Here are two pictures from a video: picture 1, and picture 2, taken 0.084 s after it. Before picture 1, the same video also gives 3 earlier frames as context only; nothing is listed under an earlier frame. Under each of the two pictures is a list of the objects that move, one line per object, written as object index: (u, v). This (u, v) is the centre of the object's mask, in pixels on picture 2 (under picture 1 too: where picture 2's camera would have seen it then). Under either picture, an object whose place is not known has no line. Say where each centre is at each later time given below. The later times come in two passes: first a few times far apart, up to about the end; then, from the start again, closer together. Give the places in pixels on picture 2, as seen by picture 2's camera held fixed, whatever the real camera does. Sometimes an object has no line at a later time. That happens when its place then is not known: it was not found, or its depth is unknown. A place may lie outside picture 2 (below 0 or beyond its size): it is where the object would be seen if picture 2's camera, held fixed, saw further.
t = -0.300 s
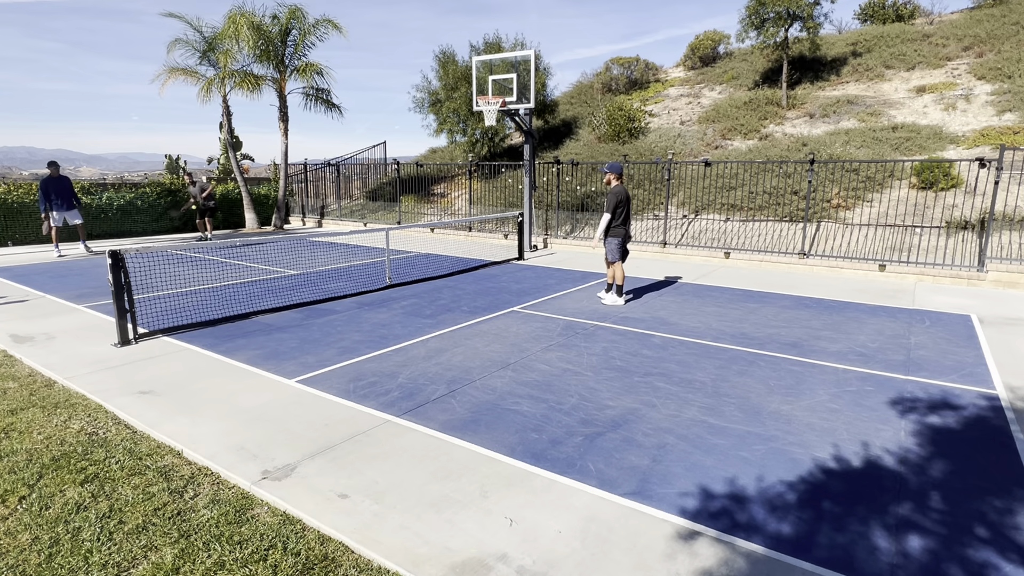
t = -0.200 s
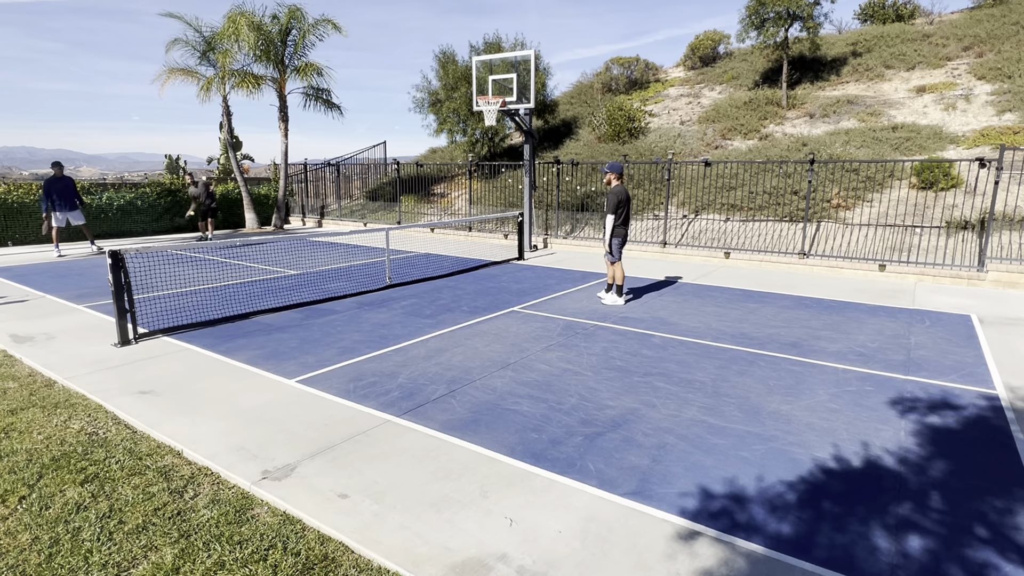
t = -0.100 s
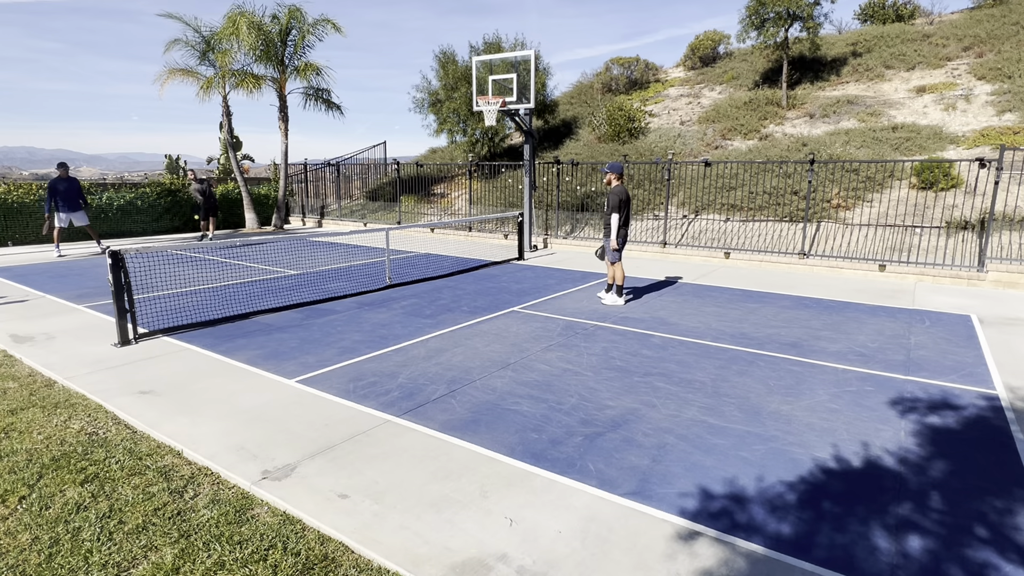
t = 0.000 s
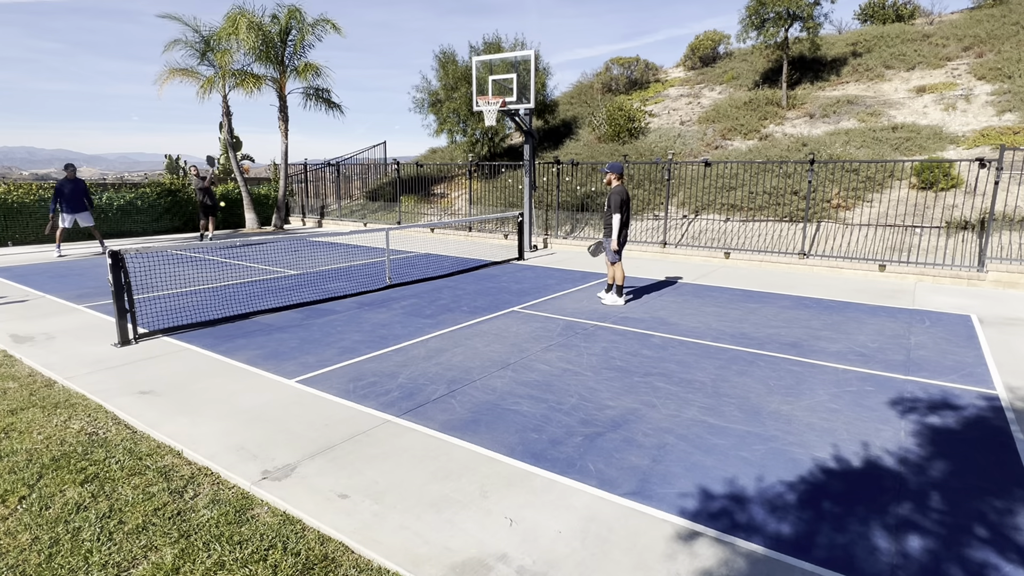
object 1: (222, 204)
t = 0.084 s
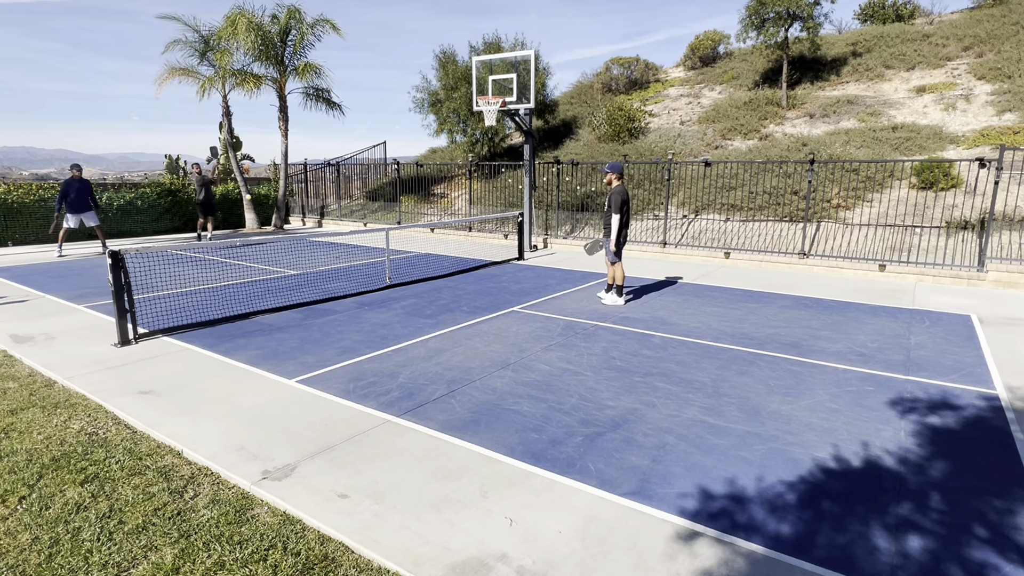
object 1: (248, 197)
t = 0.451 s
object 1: (444, 244)
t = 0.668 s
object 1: (693, 412)
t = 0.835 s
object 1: (985, 449)
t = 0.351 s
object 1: (372, 213)
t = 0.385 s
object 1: (394, 221)
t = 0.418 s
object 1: (417, 231)
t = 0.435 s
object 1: (431, 237)
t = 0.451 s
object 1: (444, 244)
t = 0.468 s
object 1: (457, 251)
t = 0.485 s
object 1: (472, 260)
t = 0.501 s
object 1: (487, 268)
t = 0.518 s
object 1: (503, 277)
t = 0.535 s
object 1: (520, 288)
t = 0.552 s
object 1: (538, 299)
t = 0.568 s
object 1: (557, 311)
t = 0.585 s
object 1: (576, 325)
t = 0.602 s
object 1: (597, 340)
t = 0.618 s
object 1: (619, 355)
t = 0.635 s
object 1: (642, 373)
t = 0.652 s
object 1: (667, 392)
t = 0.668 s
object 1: (693, 412)
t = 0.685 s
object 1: (721, 435)
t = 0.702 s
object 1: (744, 438)
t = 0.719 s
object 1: (768, 437)
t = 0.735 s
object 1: (794, 437)
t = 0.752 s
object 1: (821, 437)
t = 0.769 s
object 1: (849, 438)
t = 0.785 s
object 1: (880, 439)
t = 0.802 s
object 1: (913, 442)
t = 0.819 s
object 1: (948, 445)
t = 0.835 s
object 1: (985, 449)
